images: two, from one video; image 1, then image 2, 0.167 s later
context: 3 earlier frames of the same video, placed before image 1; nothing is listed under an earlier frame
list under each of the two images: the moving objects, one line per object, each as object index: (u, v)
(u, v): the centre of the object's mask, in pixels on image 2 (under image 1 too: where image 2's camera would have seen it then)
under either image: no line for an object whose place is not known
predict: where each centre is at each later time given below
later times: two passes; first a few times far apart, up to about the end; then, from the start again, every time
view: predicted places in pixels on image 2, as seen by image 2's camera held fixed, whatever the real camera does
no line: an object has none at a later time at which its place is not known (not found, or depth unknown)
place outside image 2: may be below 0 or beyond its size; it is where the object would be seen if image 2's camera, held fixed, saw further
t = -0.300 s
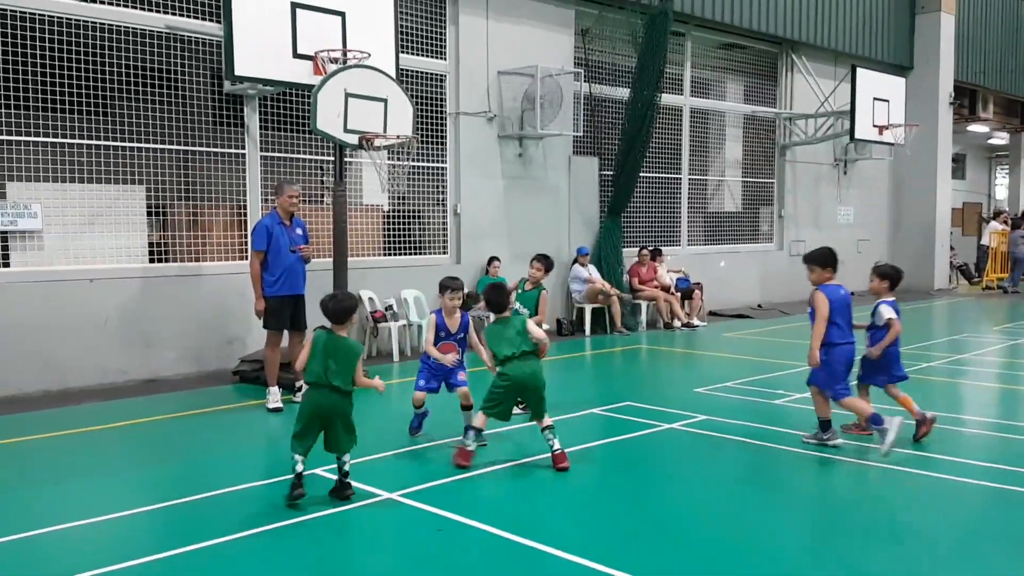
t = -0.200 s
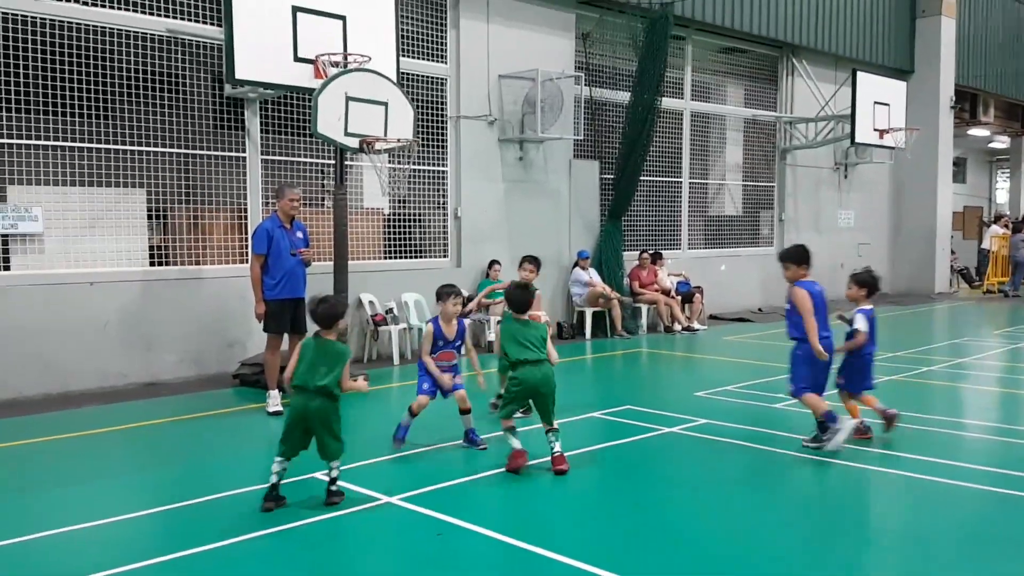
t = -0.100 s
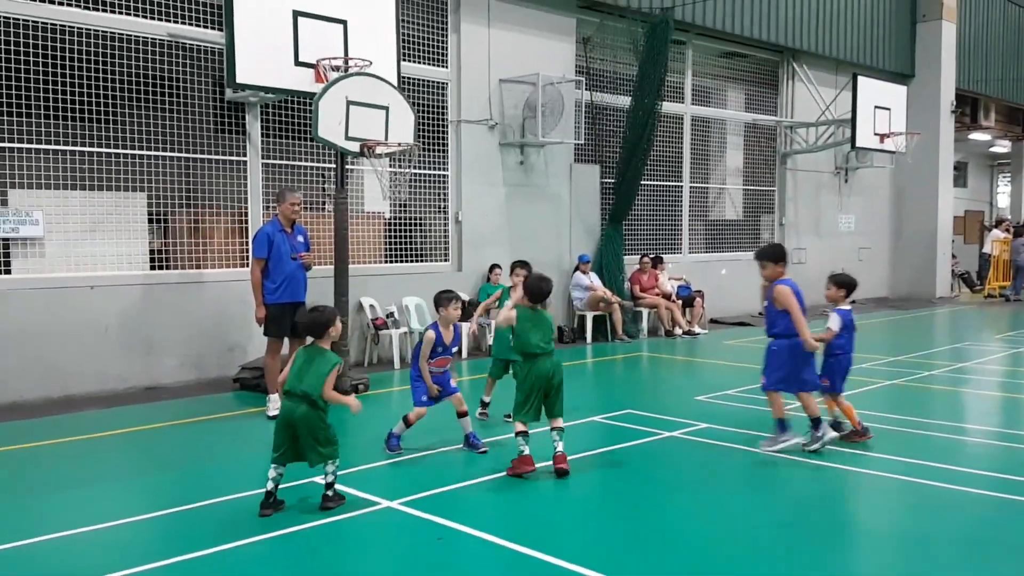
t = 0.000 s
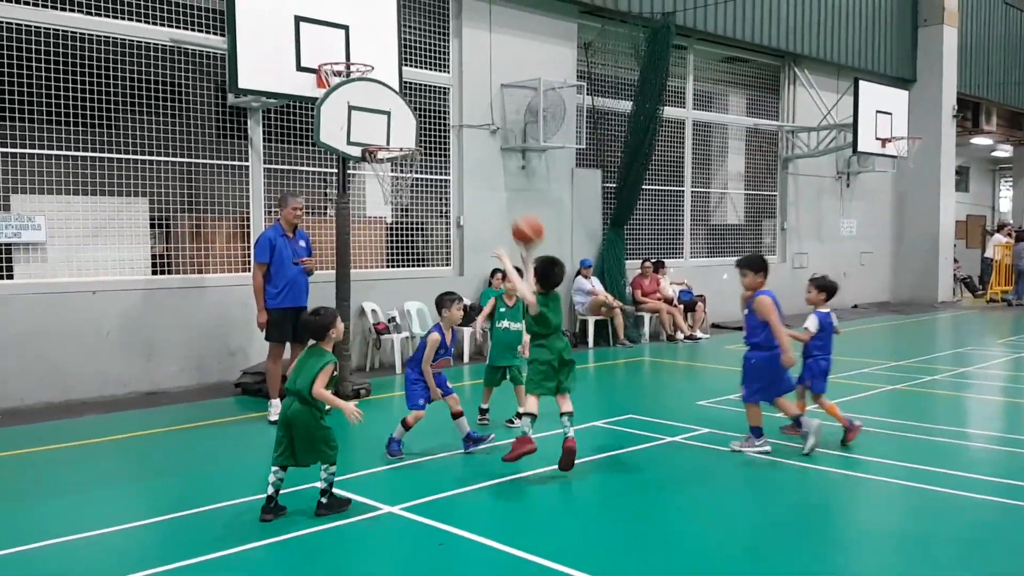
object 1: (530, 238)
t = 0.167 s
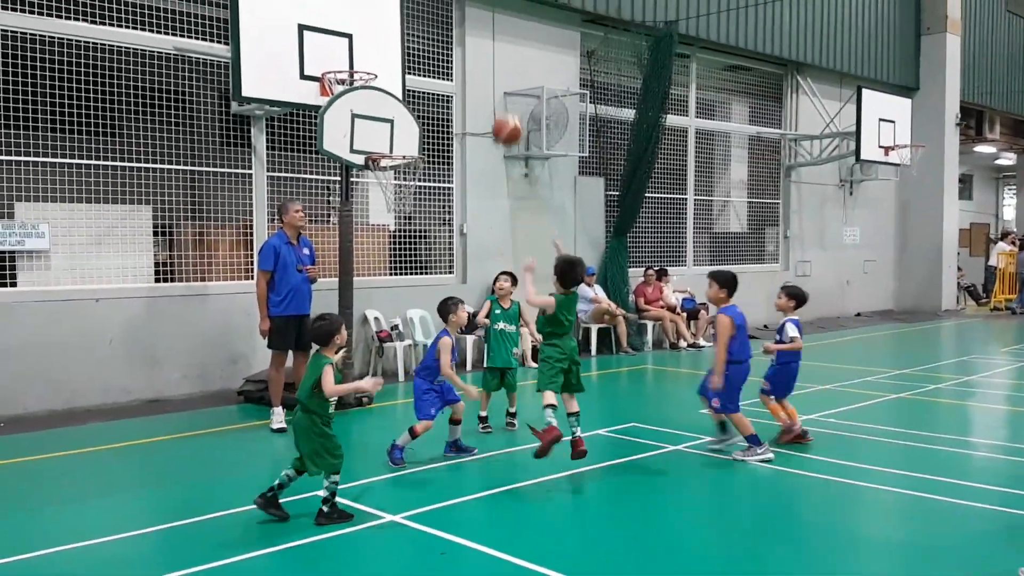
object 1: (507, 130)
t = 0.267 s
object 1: (495, 87)
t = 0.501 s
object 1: (467, 45)
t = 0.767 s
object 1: (439, 83)
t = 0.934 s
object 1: (426, 146)
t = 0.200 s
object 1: (503, 114)
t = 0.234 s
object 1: (499, 99)
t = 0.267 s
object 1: (495, 87)
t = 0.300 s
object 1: (490, 76)
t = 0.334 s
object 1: (486, 66)
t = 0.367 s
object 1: (482, 59)
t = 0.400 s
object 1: (479, 53)
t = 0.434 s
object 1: (475, 49)
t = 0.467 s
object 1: (471, 46)
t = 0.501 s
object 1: (467, 45)
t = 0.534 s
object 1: (463, 45)
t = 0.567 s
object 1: (459, 46)
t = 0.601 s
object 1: (456, 49)
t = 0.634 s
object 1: (452, 53)
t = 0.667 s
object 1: (448, 58)
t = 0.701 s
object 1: (445, 65)
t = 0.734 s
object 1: (442, 73)
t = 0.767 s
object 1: (439, 83)
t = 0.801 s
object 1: (436, 95)
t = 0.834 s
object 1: (433, 105)
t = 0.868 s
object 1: (430, 119)
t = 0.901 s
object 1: (428, 132)
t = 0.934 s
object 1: (426, 146)
